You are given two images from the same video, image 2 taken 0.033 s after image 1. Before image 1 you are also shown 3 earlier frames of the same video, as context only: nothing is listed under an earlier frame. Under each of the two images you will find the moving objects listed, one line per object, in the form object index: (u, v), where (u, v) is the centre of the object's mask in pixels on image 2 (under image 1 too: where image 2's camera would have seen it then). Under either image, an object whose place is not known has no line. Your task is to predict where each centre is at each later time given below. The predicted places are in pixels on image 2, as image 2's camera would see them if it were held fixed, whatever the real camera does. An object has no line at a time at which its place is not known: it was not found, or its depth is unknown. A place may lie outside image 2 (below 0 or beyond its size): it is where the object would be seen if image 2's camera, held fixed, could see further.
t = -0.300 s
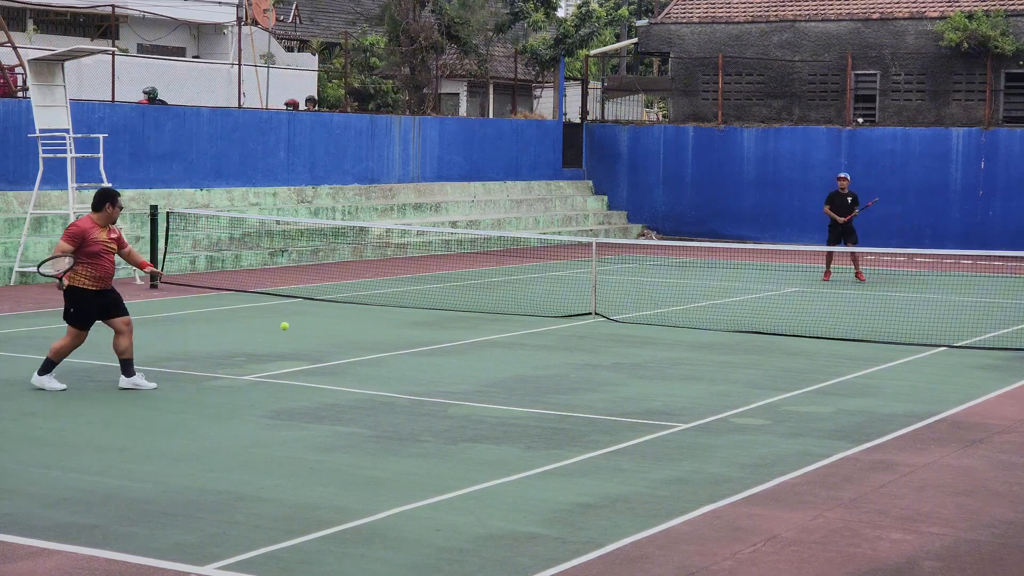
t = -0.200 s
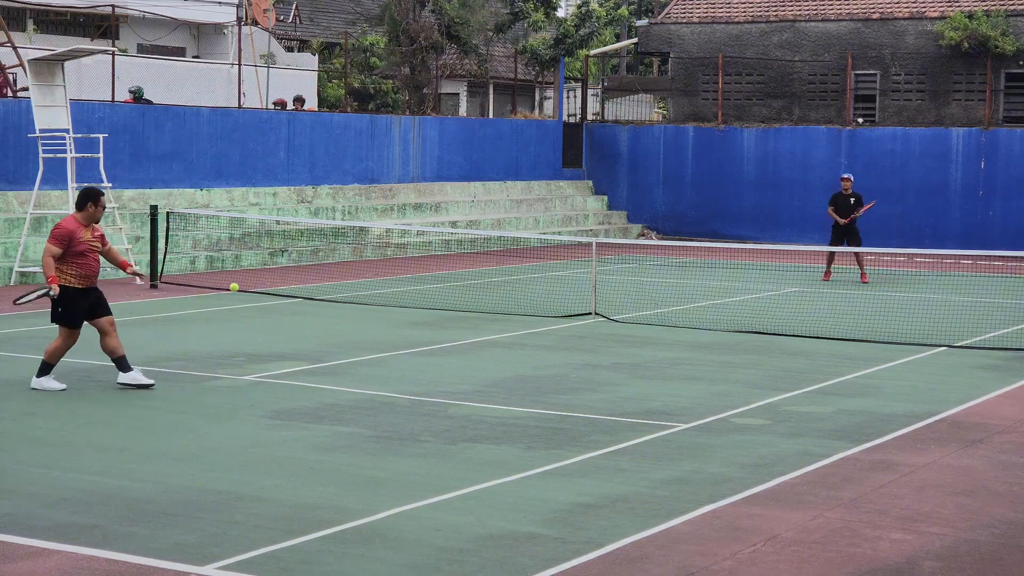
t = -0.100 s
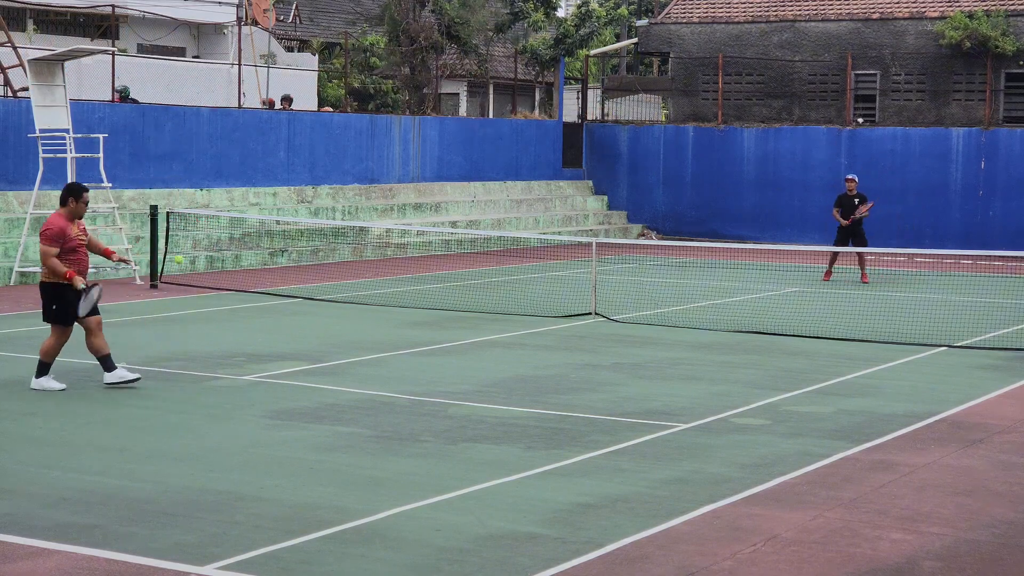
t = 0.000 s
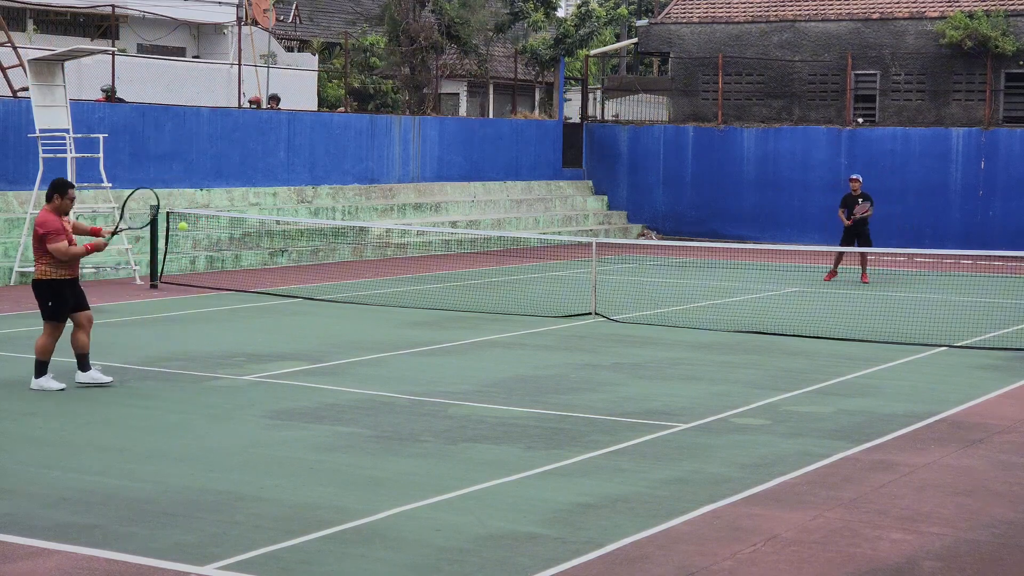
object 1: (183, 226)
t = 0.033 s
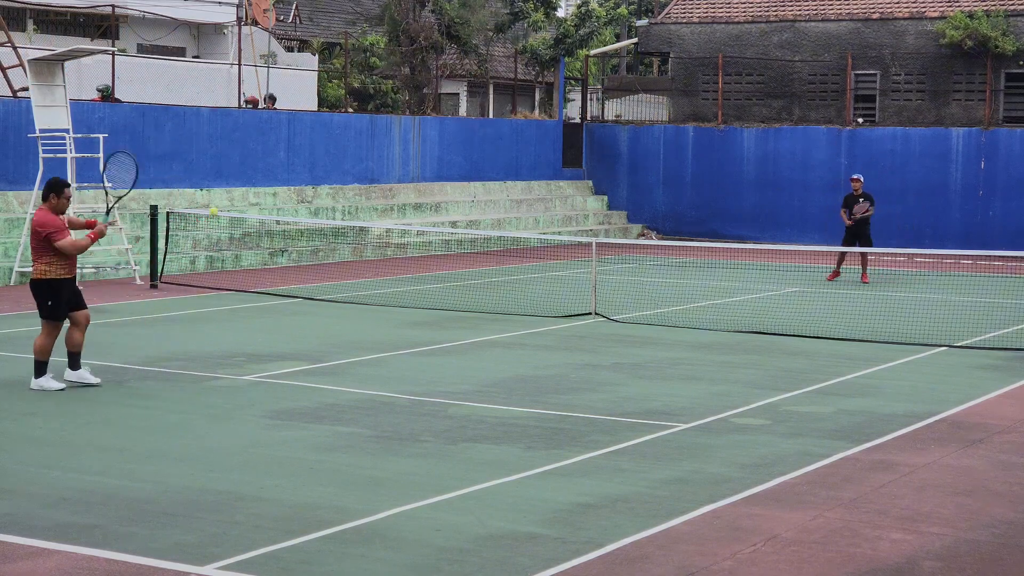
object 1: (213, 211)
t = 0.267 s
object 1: (387, 159)
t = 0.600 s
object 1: (553, 191)
